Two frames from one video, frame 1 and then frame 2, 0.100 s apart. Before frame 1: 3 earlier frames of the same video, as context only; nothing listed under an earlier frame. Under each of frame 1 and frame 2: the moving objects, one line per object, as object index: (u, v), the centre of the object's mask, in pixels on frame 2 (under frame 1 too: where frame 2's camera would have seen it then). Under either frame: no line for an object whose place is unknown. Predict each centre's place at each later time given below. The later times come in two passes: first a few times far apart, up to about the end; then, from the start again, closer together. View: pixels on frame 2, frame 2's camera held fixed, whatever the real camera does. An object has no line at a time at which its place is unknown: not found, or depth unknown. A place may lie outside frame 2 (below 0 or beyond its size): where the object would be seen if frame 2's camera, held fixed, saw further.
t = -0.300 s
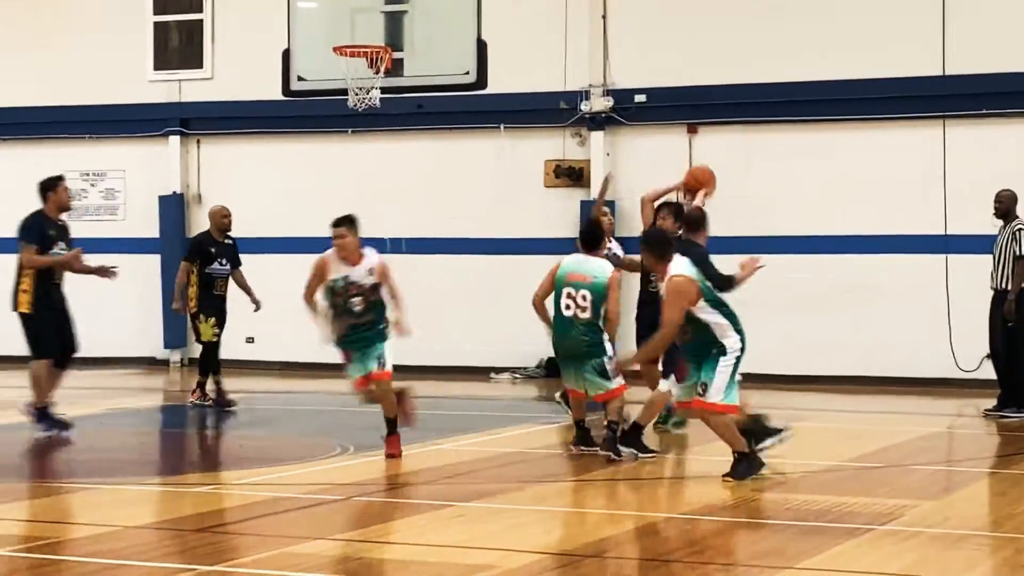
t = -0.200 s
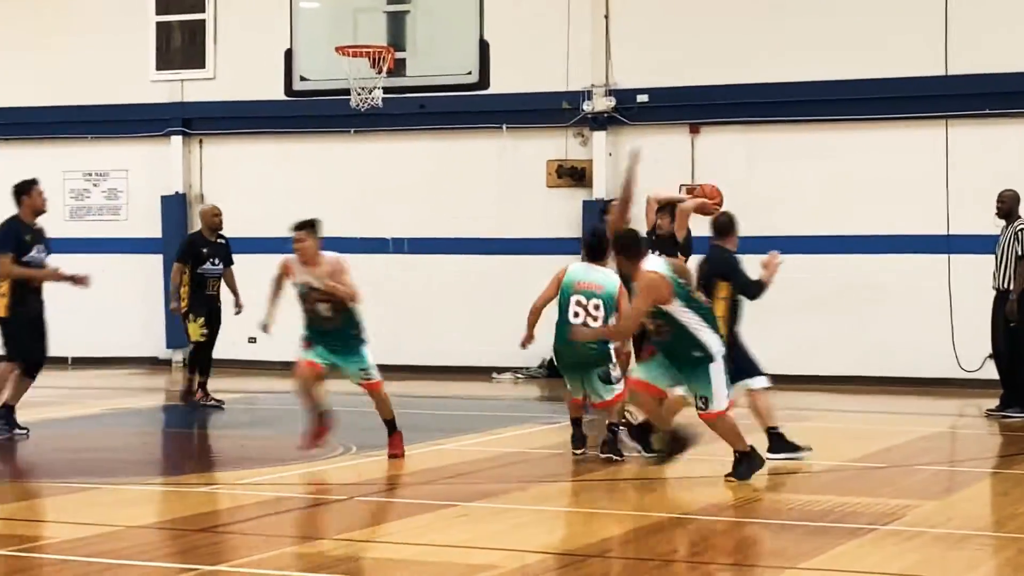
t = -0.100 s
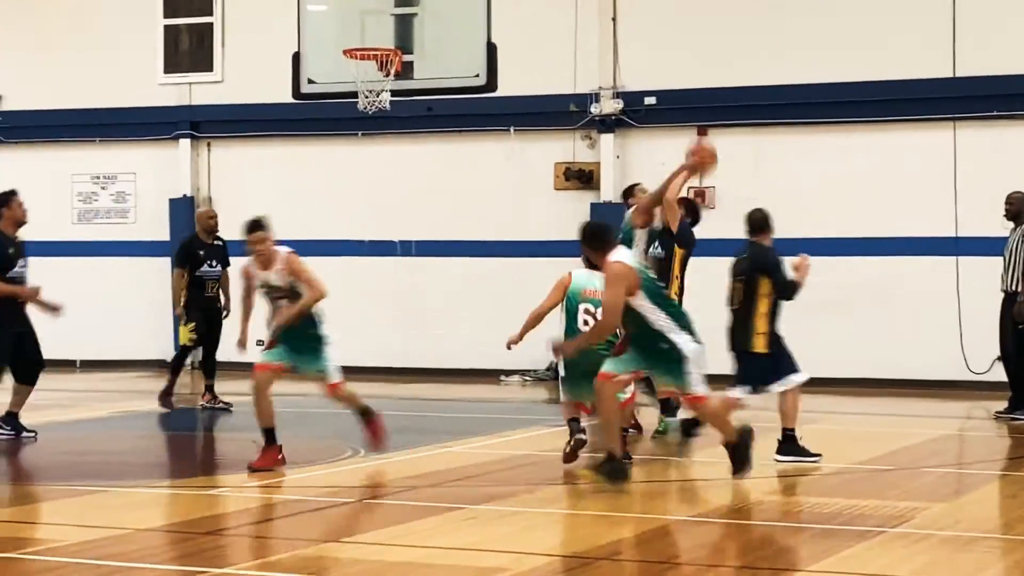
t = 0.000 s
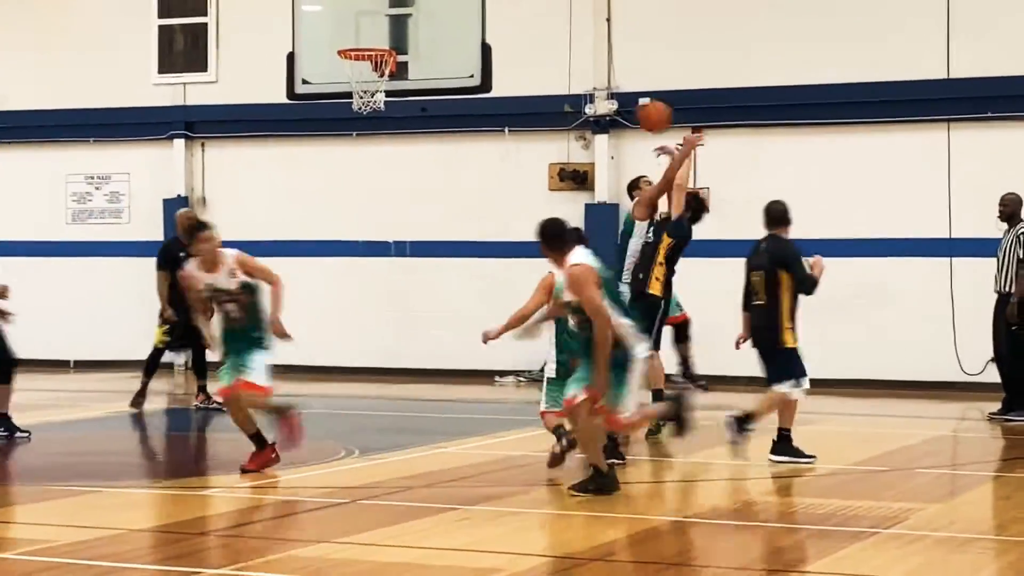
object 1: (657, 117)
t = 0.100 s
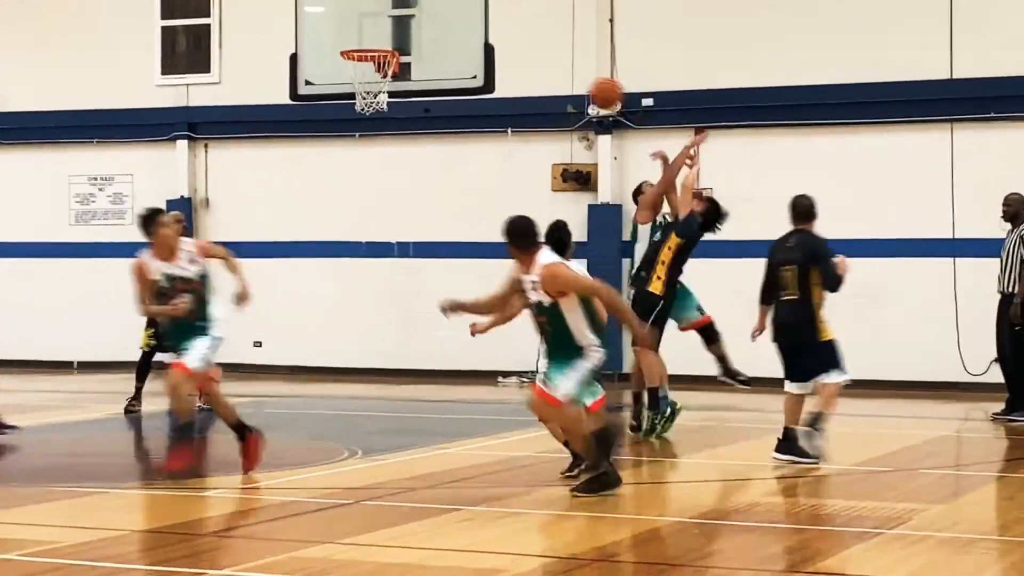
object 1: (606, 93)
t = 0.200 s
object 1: (554, 82)
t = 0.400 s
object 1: (451, 104)
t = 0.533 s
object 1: (381, 147)
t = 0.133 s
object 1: (589, 88)
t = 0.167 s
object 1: (572, 84)
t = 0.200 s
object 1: (554, 82)
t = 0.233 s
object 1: (537, 82)
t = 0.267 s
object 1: (521, 83)
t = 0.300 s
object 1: (503, 84)
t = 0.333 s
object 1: (487, 90)
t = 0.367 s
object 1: (468, 97)
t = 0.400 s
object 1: (451, 104)
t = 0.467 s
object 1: (416, 121)
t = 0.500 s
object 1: (400, 133)
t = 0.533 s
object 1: (381, 147)
